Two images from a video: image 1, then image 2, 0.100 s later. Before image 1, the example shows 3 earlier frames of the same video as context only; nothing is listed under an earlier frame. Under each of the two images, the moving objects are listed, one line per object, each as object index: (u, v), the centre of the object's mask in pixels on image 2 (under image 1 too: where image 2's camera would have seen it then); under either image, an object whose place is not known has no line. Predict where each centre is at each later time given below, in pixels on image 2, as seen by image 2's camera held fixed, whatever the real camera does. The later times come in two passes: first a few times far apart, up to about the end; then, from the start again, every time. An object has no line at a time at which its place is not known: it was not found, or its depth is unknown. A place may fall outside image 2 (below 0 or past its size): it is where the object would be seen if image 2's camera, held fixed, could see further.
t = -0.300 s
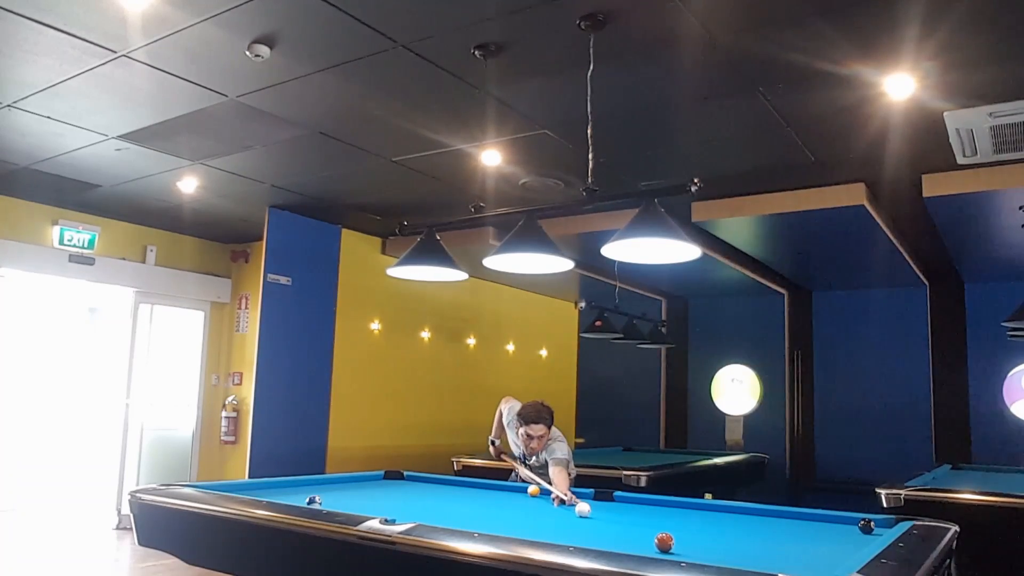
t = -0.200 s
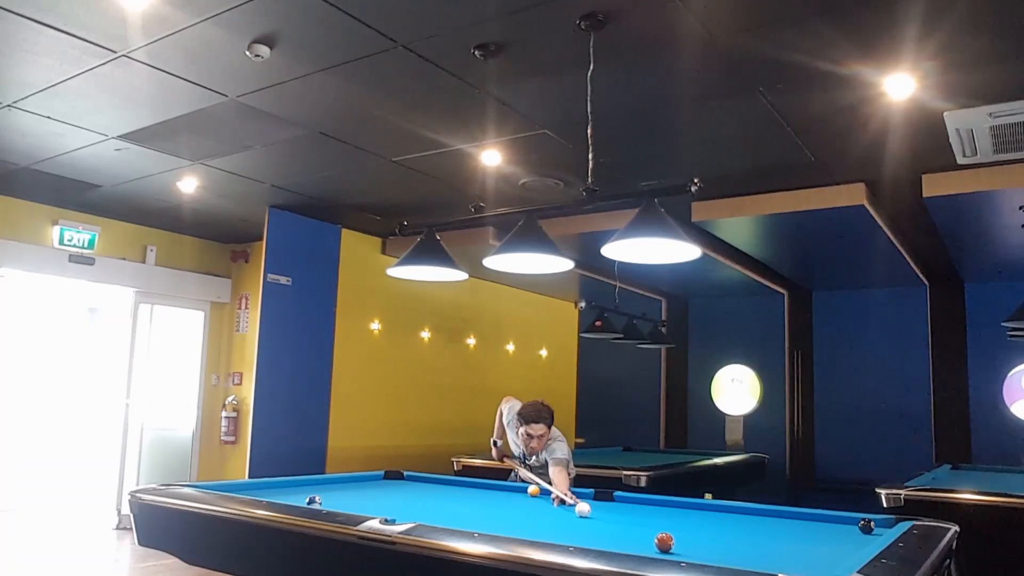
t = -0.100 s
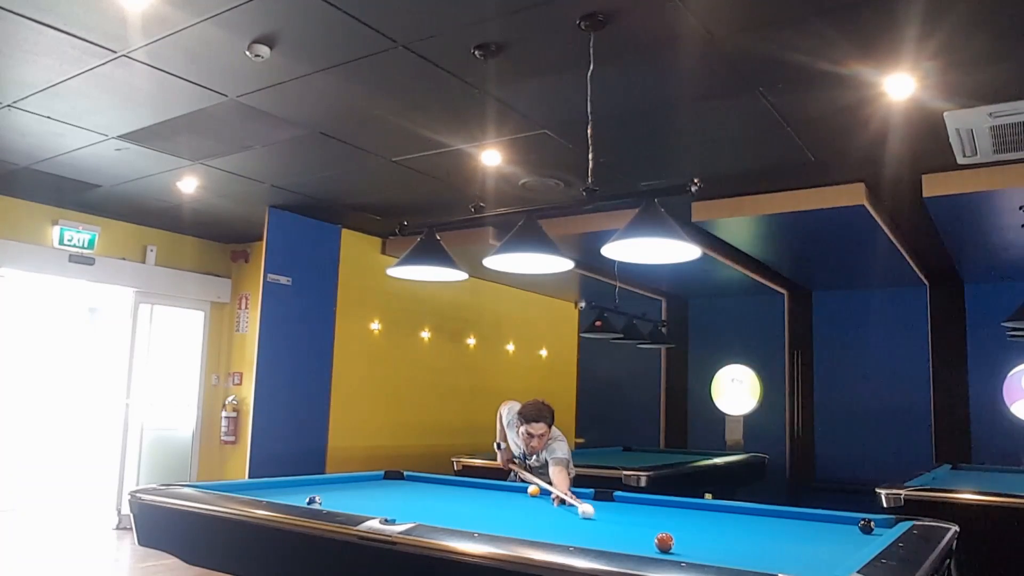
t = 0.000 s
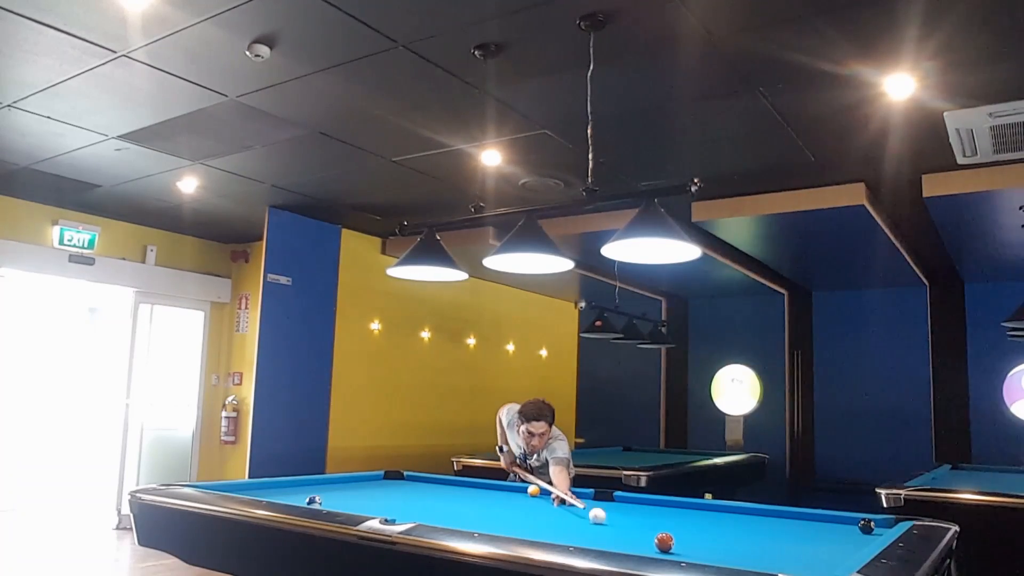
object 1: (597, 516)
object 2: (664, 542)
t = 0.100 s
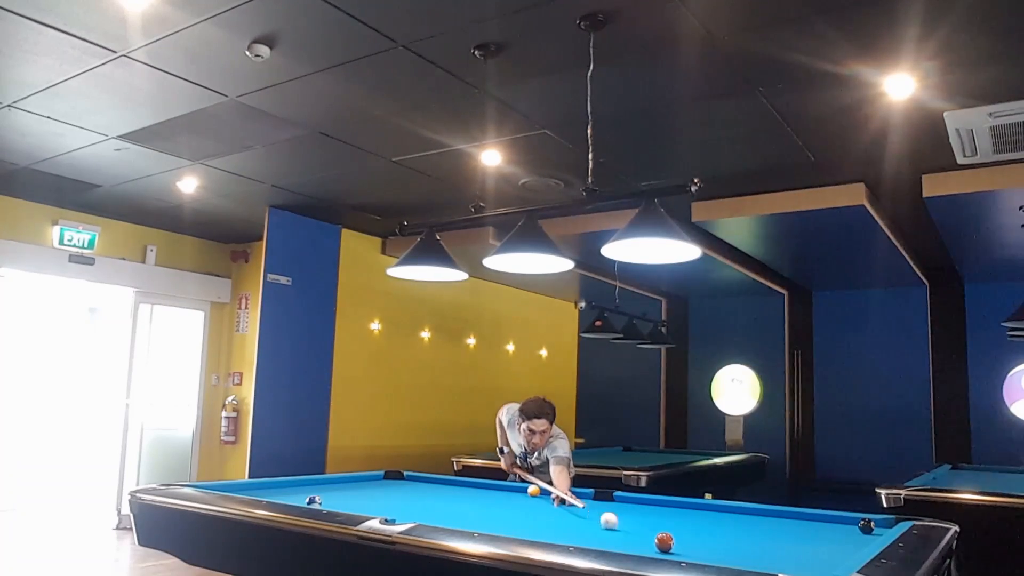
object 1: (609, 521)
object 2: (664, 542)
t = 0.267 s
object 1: (630, 530)
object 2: (664, 542)
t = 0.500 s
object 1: (646, 540)
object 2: (685, 547)
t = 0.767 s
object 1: (640, 545)
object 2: (738, 558)
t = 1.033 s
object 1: (634, 549)
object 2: (797, 569)
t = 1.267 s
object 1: (643, 549)
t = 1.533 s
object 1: (655, 548)
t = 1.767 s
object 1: (665, 548)
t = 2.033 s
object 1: (675, 548)
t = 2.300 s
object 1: (683, 547)
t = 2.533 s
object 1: (688, 546)
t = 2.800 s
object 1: (693, 545)
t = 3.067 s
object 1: (697, 544)
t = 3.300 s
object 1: (699, 544)
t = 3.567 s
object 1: (701, 544)
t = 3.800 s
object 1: (702, 543)
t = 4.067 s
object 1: (702, 544)
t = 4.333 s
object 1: (702, 544)
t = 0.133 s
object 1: (613, 523)
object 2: (664, 542)
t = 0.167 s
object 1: (617, 524)
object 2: (664, 542)
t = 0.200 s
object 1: (621, 526)
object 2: (664, 542)
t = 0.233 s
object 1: (626, 528)
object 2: (664, 542)
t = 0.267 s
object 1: (630, 530)
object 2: (664, 542)
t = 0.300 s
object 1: (635, 532)
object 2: (664, 542)
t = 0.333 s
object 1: (640, 534)
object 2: (664, 542)
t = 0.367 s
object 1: (645, 536)
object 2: (664, 542)
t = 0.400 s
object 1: (648, 538)
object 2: (664, 542)
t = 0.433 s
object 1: (649, 539)
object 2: (669, 543)
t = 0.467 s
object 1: (647, 540)
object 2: (677, 545)
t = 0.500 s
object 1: (646, 540)
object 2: (685, 547)
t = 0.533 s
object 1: (645, 541)
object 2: (692, 549)
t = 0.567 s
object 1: (644, 542)
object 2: (699, 550)
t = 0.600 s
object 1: (643, 542)
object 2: (705, 552)
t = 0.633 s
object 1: (643, 543)
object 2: (712, 553)
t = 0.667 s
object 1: (642, 544)
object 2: (718, 554)
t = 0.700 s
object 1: (641, 544)
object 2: (725, 556)
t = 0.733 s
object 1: (641, 545)
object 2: (731, 557)
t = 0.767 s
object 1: (640, 545)
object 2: (738, 558)
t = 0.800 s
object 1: (639, 545)
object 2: (745, 559)
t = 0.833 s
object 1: (638, 546)
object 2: (753, 561)
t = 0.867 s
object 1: (638, 546)
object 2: (760, 562)
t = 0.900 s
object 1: (637, 547)
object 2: (767, 564)
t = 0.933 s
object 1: (636, 547)
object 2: (774, 565)
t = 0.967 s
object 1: (635, 548)
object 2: (782, 567)
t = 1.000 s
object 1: (635, 548)
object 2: (790, 568)
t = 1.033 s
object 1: (634, 549)
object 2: (797, 569)
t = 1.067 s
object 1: (634, 549)
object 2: (805, 571)
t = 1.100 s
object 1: (635, 549)
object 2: (813, 572)
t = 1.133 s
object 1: (637, 549)
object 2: (821, 573)
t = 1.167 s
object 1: (638, 549)
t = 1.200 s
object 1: (640, 549)
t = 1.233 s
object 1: (641, 549)
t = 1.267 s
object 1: (643, 549)
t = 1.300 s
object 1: (645, 549)
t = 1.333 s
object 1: (646, 549)
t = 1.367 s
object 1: (648, 548)
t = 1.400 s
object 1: (649, 548)
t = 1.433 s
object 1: (651, 548)
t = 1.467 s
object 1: (652, 548)
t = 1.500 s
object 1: (654, 548)
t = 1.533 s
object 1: (655, 548)
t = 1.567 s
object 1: (657, 548)
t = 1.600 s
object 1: (658, 548)
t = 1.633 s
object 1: (660, 548)
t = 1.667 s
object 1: (661, 548)
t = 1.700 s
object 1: (663, 548)
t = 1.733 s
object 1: (664, 548)
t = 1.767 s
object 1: (665, 548)
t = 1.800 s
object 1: (667, 548)
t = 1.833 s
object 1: (668, 548)
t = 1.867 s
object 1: (669, 548)
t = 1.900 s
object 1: (671, 548)
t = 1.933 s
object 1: (672, 548)
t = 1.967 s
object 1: (673, 548)
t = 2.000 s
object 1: (674, 548)
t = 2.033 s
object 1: (675, 548)
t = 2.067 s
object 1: (677, 547)
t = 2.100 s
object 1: (677, 547)
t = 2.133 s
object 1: (678, 547)
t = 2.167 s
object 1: (679, 547)
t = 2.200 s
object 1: (680, 547)
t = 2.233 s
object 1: (681, 547)
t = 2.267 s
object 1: (682, 547)
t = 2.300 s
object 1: (683, 547)
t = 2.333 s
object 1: (684, 547)
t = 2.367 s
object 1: (685, 547)
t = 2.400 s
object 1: (686, 547)
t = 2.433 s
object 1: (687, 546)
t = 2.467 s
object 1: (687, 546)
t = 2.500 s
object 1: (688, 546)
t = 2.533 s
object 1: (688, 546)
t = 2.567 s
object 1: (689, 546)
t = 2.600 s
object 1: (690, 546)
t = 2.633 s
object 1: (691, 546)
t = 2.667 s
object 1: (691, 545)
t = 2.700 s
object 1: (692, 545)
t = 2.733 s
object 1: (692, 545)
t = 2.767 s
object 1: (693, 545)
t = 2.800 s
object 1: (693, 545)
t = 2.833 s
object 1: (694, 545)
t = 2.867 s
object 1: (694, 545)
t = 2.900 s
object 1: (695, 545)
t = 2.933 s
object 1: (695, 545)
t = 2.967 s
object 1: (696, 544)
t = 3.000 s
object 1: (696, 544)
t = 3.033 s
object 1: (697, 544)
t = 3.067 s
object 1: (697, 544)
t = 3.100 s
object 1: (697, 544)
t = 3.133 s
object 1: (697, 544)
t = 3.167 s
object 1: (698, 544)
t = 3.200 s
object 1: (698, 544)
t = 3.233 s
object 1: (699, 544)
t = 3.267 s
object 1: (699, 544)
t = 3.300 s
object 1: (699, 544)
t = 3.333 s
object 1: (700, 544)
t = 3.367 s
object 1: (700, 544)
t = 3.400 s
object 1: (700, 544)
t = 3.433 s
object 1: (701, 544)
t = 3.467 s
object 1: (701, 544)
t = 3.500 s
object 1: (701, 544)
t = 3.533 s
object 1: (701, 544)
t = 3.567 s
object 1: (701, 544)
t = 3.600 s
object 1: (702, 543)
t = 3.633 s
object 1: (701, 543)
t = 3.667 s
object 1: (701, 543)
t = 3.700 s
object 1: (702, 543)
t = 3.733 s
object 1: (702, 543)
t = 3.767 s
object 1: (702, 543)
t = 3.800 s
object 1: (702, 543)
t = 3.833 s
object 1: (702, 543)
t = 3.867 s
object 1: (702, 543)
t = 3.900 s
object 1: (702, 543)
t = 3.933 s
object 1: (702, 543)
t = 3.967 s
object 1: (702, 543)
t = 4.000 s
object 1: (702, 544)
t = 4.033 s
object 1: (702, 543)
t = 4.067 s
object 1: (702, 544)
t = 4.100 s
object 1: (702, 543)
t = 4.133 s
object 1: (702, 544)
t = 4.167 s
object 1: (702, 544)
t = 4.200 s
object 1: (702, 544)
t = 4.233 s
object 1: (702, 544)
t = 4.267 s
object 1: (702, 544)
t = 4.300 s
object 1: (702, 544)
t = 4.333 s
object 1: (702, 544)
